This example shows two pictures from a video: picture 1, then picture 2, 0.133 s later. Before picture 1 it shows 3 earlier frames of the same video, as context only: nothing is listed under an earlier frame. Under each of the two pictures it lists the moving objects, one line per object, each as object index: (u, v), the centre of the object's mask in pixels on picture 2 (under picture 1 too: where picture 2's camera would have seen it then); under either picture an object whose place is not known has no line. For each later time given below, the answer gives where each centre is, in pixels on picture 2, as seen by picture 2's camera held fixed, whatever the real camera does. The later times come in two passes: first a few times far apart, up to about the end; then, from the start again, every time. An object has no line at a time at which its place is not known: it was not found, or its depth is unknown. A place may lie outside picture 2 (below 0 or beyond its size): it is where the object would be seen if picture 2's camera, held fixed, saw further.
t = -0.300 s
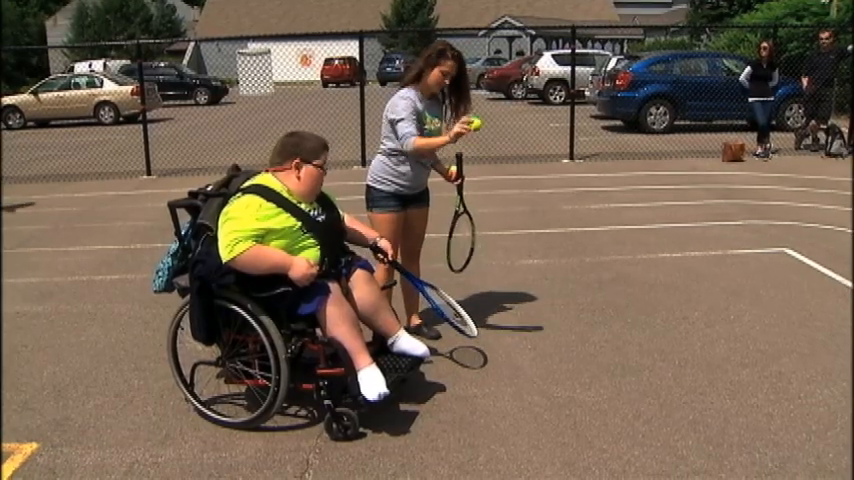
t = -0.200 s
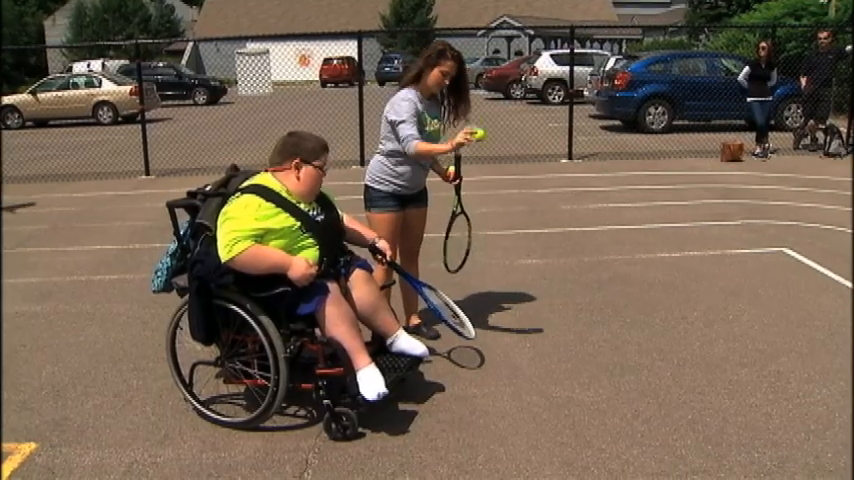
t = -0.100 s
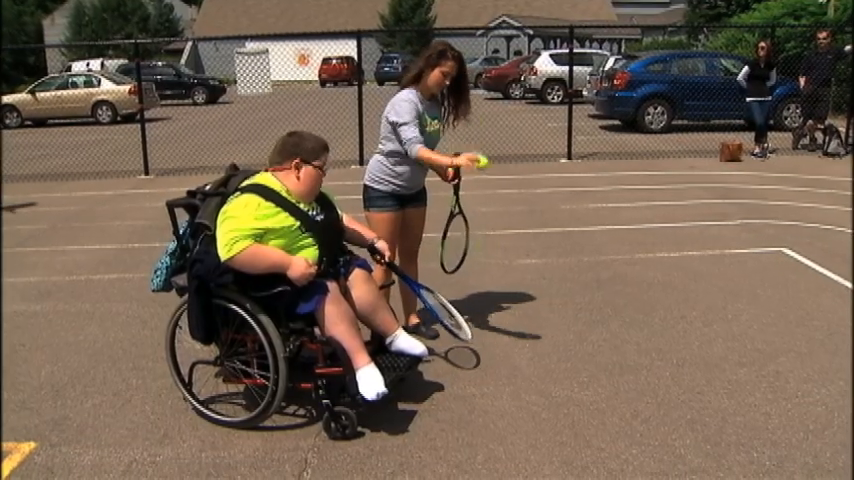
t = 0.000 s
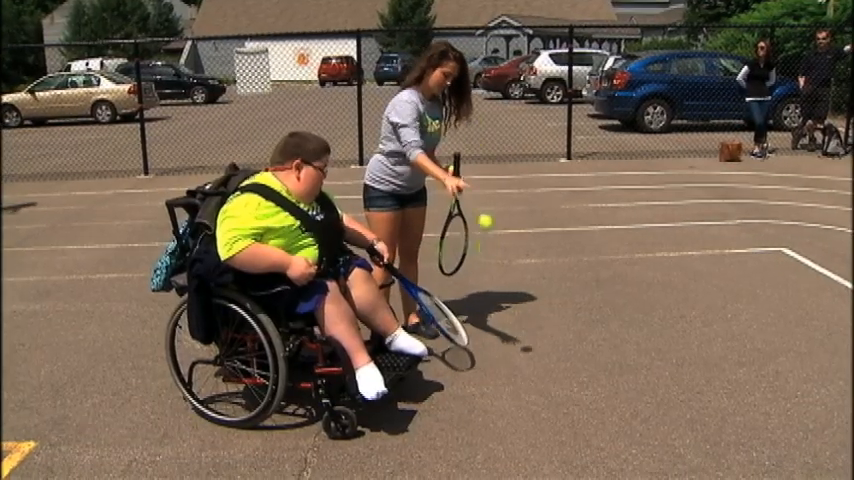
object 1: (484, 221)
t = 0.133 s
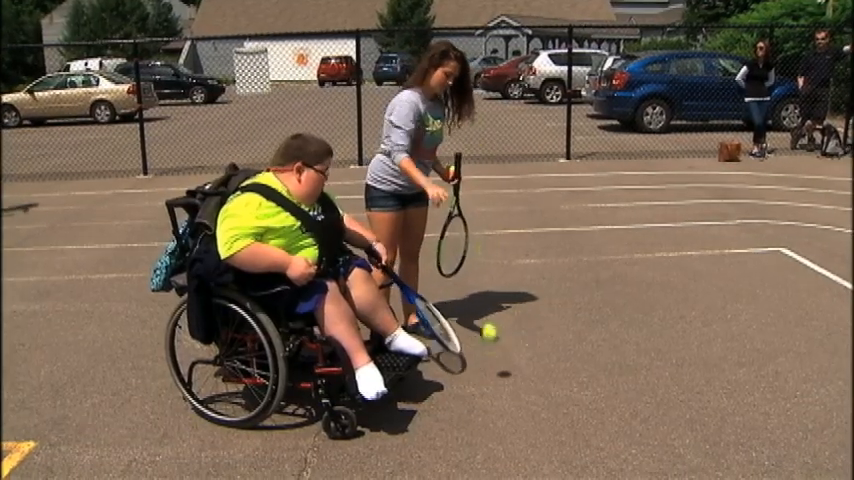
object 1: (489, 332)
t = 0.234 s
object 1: (491, 345)
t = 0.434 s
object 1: (498, 250)
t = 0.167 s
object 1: (489, 364)
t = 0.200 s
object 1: (491, 369)
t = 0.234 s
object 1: (491, 345)
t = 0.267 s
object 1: (492, 324)
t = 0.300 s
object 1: (495, 305)
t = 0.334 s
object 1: (496, 287)
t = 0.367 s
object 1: (497, 272)
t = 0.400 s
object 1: (497, 260)
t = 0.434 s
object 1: (498, 250)
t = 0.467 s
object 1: (499, 242)
